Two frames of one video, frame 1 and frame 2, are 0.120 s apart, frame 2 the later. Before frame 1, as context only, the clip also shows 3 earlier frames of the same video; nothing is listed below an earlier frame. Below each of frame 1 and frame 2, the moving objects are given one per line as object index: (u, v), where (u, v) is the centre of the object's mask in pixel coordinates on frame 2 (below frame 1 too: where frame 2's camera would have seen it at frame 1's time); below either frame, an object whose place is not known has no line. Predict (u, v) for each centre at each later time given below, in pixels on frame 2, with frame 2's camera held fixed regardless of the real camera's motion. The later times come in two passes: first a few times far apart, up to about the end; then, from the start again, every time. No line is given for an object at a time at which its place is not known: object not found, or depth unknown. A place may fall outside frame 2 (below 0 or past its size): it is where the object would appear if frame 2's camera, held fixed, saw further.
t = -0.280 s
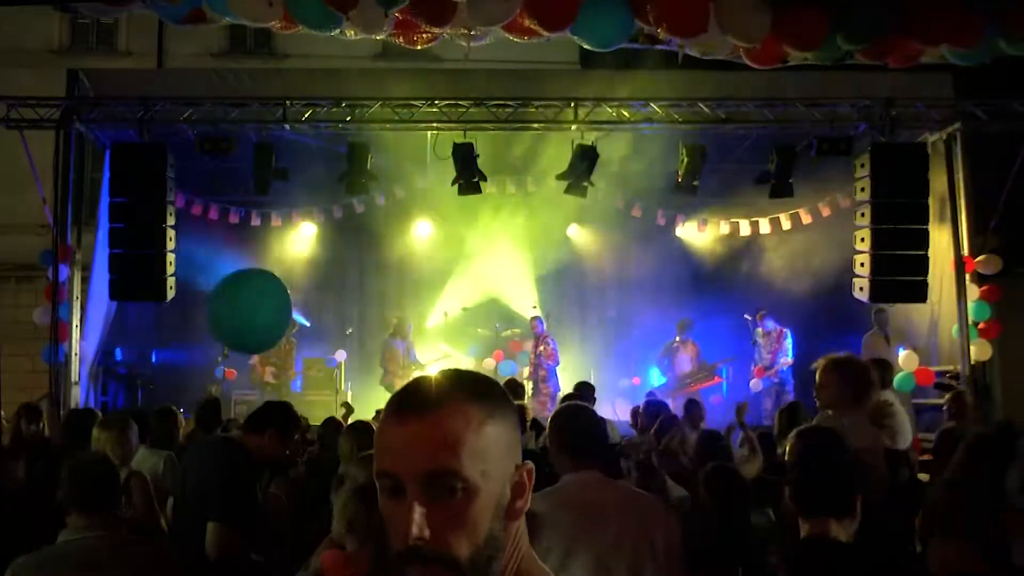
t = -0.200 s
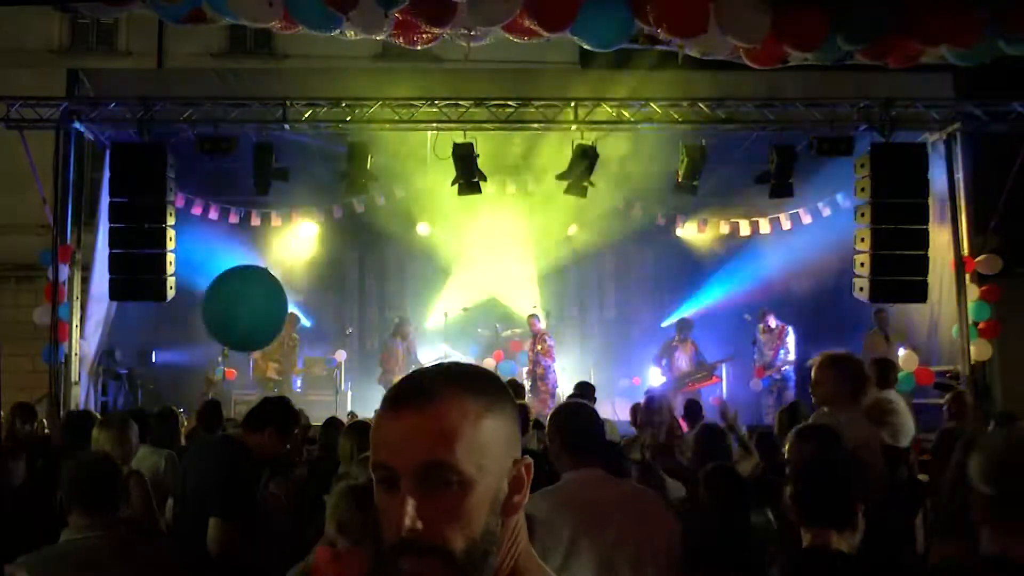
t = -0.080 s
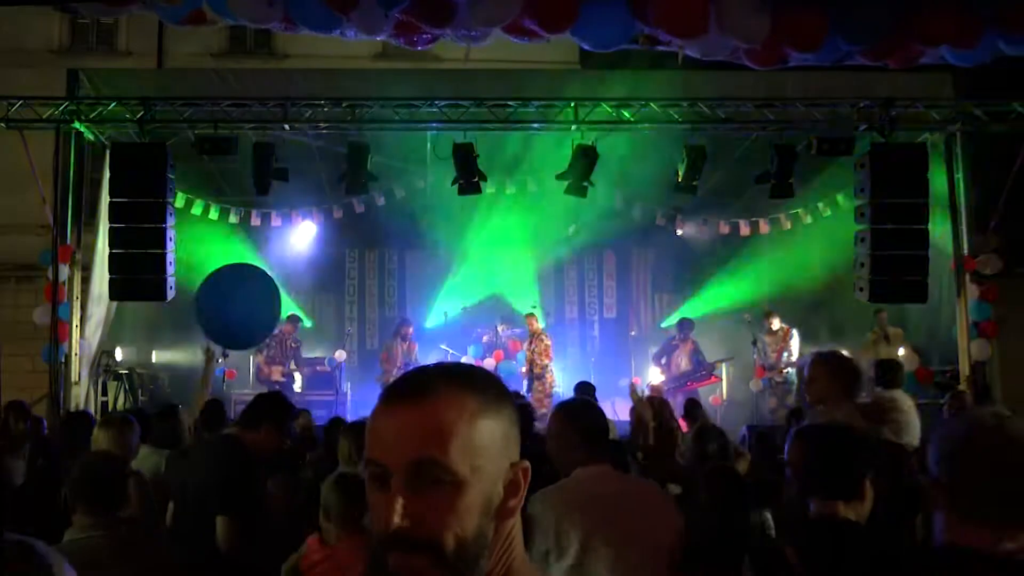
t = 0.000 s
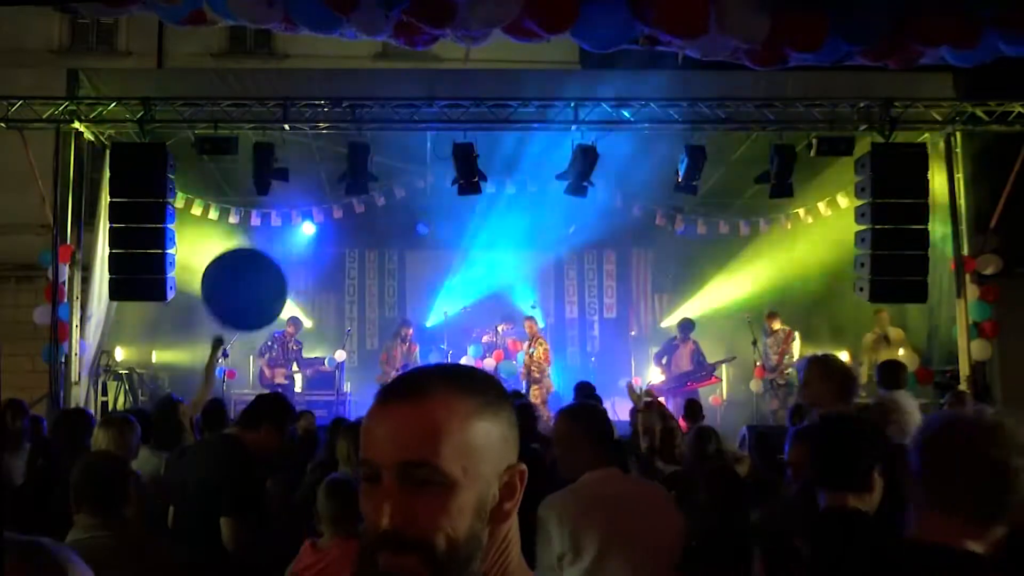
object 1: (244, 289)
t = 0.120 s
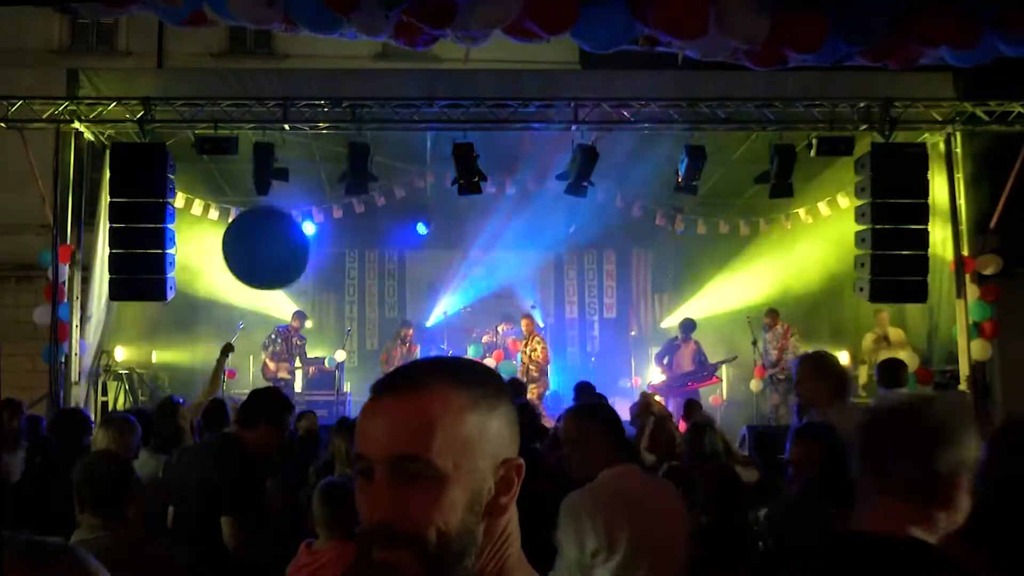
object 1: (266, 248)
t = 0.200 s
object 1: (279, 224)
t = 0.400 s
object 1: (312, 169)
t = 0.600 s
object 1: (341, 127)
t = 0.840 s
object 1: (371, 89)
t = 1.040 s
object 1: (394, 75)
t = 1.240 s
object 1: (414, 67)
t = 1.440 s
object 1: (431, 64)
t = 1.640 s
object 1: (447, 61)
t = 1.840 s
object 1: (462, 59)
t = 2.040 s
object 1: (473, 59)
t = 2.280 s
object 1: (487, 63)
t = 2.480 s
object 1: (500, 69)
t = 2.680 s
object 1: (513, 77)
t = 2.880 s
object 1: (525, 91)
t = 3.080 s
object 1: (538, 118)
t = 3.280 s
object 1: (552, 147)
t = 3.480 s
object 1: (568, 181)
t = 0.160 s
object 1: (273, 236)
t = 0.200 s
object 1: (279, 224)
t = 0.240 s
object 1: (286, 212)
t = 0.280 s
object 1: (293, 200)
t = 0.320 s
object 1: (299, 189)
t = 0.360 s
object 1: (306, 178)
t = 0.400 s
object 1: (312, 169)
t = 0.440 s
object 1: (319, 160)
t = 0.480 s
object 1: (323, 152)
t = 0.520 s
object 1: (330, 143)
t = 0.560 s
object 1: (335, 135)
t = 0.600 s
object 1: (341, 127)
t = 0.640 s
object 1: (347, 120)
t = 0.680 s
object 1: (352, 113)
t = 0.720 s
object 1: (357, 106)
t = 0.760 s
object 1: (363, 99)
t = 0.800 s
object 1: (367, 94)
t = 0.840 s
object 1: (371, 89)
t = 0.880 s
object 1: (377, 84)
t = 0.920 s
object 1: (381, 82)
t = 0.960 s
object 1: (385, 79)
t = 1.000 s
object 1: (389, 77)
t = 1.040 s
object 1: (394, 75)
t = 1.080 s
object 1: (398, 73)
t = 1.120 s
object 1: (402, 71)
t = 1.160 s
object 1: (407, 69)
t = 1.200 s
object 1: (411, 68)
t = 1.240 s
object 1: (414, 67)
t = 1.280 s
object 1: (418, 66)
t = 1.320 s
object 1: (421, 65)
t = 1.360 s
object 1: (425, 65)
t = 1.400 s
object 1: (427, 64)
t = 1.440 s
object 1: (431, 64)
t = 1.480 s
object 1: (435, 63)
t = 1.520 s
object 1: (439, 62)
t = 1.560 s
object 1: (442, 62)
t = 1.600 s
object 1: (445, 62)
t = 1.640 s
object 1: (447, 61)
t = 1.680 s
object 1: (450, 61)
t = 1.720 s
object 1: (454, 60)
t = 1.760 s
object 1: (456, 60)
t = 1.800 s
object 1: (460, 59)
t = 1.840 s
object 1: (462, 59)
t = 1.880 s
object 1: (464, 59)
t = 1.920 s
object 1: (466, 59)
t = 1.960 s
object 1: (469, 60)
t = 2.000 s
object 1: (471, 59)
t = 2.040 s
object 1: (473, 59)
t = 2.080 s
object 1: (475, 60)
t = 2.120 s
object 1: (477, 60)
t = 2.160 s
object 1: (480, 60)
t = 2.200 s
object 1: (482, 61)
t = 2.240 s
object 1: (484, 62)
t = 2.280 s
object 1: (487, 63)
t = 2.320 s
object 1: (489, 64)
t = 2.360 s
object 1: (492, 65)
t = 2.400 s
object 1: (495, 66)
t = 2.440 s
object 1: (497, 67)
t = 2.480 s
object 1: (500, 69)
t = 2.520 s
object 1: (503, 70)
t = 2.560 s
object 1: (505, 72)
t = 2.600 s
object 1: (508, 74)
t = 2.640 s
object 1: (511, 76)
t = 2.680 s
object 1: (513, 77)
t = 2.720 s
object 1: (515, 79)
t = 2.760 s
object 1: (518, 82)
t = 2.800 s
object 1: (520, 84)
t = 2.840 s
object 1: (523, 87)
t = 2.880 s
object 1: (525, 91)
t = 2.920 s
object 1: (528, 95)
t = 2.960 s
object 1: (530, 101)
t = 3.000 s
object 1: (532, 106)
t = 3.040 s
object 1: (535, 113)
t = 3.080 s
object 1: (538, 118)
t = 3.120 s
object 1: (540, 124)
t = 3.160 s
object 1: (544, 130)
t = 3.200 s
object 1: (547, 136)
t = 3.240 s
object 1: (549, 142)
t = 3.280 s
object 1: (552, 147)
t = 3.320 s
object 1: (556, 155)
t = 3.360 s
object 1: (558, 161)
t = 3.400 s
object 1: (561, 168)
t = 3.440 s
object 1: (565, 175)
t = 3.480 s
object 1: (568, 181)
